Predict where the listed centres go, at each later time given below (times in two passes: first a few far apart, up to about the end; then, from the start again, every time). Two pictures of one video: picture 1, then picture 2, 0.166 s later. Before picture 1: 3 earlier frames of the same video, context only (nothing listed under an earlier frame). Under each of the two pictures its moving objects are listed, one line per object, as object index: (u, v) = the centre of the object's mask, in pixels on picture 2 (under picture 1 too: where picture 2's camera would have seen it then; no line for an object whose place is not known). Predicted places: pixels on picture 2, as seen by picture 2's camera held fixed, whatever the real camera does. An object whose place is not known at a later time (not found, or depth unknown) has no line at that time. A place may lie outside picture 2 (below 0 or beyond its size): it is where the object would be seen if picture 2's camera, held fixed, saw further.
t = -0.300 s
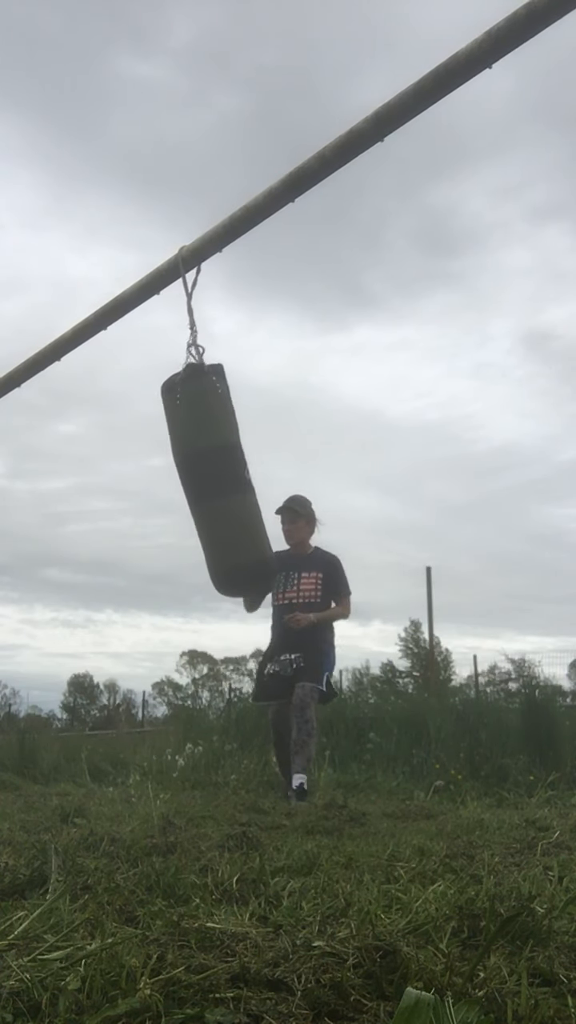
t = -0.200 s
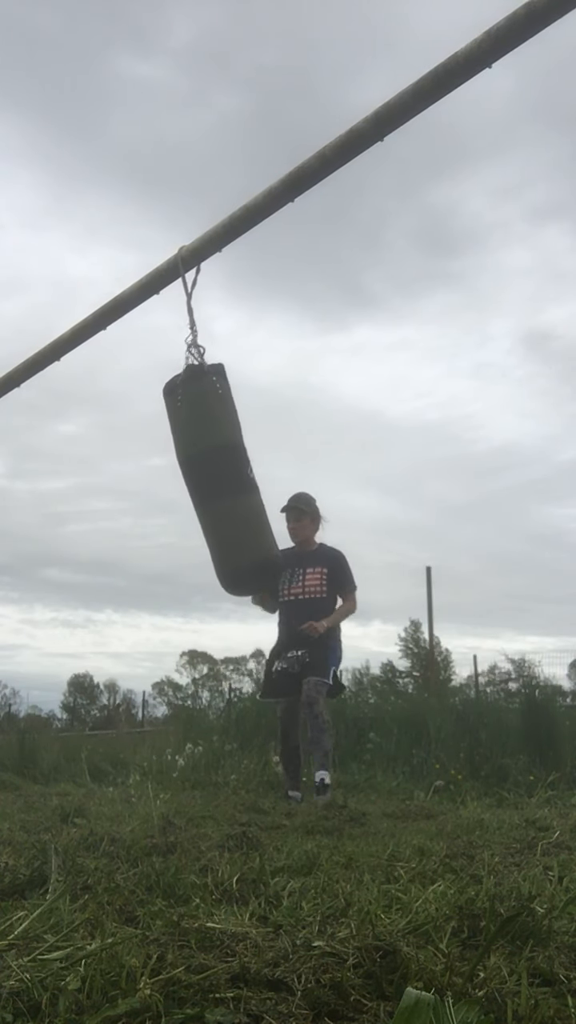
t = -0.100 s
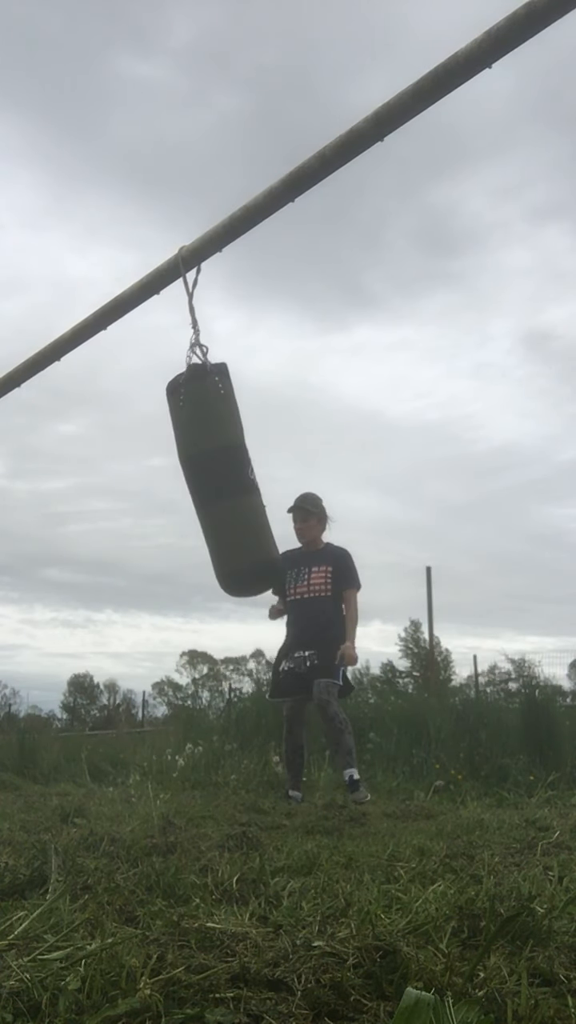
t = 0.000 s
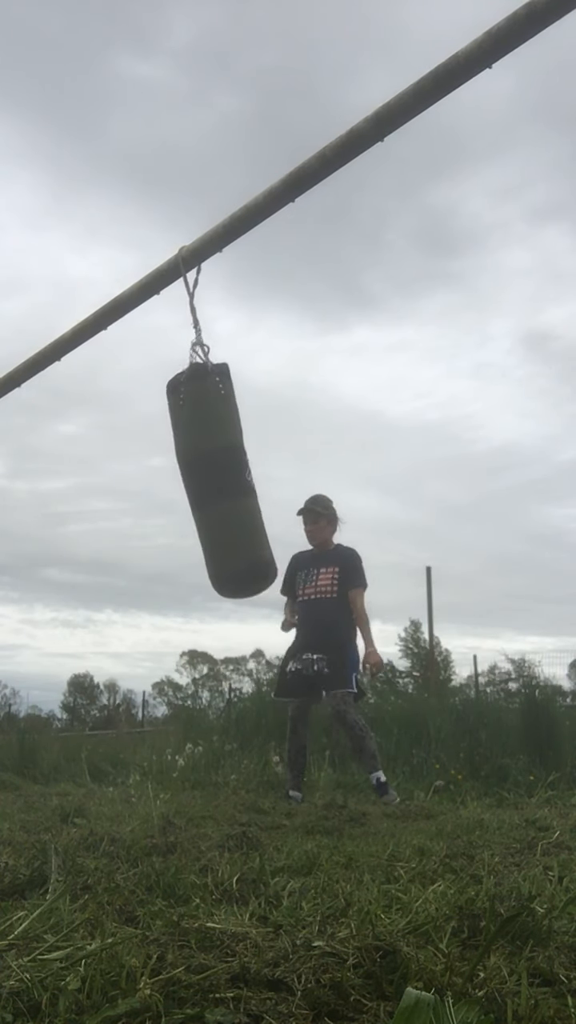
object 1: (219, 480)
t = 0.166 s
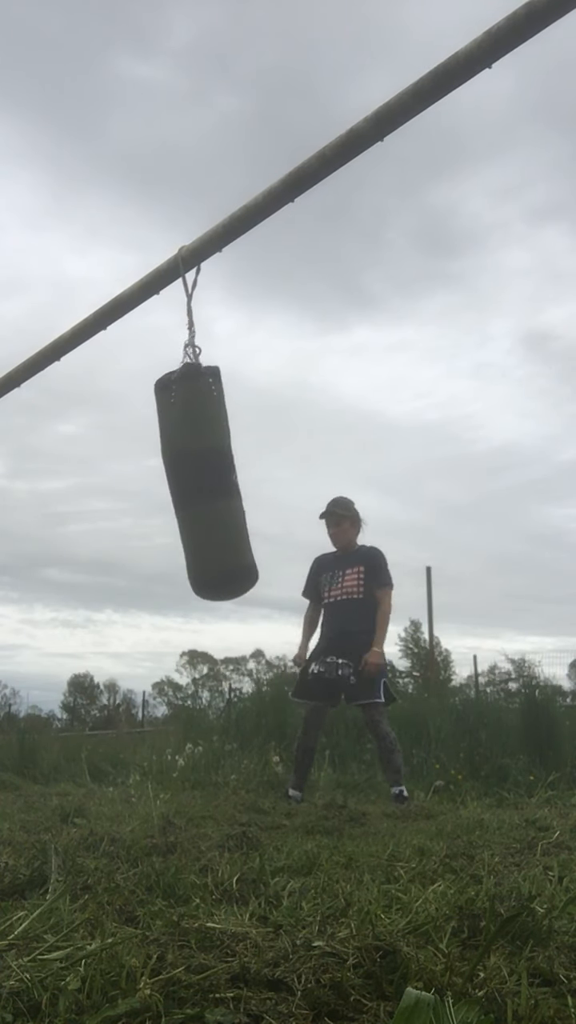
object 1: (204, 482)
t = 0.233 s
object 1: (196, 482)
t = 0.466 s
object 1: (165, 479)
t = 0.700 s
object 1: (139, 475)
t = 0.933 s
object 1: (129, 476)
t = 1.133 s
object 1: (138, 480)
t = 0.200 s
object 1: (200, 482)
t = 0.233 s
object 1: (196, 482)
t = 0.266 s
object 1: (192, 482)
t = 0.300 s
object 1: (188, 482)
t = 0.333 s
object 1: (183, 482)
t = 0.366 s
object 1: (179, 481)
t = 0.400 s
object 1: (174, 481)
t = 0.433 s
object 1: (170, 480)
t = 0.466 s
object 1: (165, 479)
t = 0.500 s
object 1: (160, 479)
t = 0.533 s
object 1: (156, 479)
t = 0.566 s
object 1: (152, 478)
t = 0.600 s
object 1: (148, 477)
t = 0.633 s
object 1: (144, 476)
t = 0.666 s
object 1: (141, 476)
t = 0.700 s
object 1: (139, 475)
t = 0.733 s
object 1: (136, 474)
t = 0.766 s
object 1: (134, 473)
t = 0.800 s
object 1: (133, 473)
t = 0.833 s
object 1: (131, 473)
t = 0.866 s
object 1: (130, 474)
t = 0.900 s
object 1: (129, 475)
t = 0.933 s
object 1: (129, 476)
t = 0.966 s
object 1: (129, 476)
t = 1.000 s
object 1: (129, 479)
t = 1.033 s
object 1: (131, 480)
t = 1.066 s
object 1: (133, 481)
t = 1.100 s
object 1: (135, 481)
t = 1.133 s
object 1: (138, 480)
